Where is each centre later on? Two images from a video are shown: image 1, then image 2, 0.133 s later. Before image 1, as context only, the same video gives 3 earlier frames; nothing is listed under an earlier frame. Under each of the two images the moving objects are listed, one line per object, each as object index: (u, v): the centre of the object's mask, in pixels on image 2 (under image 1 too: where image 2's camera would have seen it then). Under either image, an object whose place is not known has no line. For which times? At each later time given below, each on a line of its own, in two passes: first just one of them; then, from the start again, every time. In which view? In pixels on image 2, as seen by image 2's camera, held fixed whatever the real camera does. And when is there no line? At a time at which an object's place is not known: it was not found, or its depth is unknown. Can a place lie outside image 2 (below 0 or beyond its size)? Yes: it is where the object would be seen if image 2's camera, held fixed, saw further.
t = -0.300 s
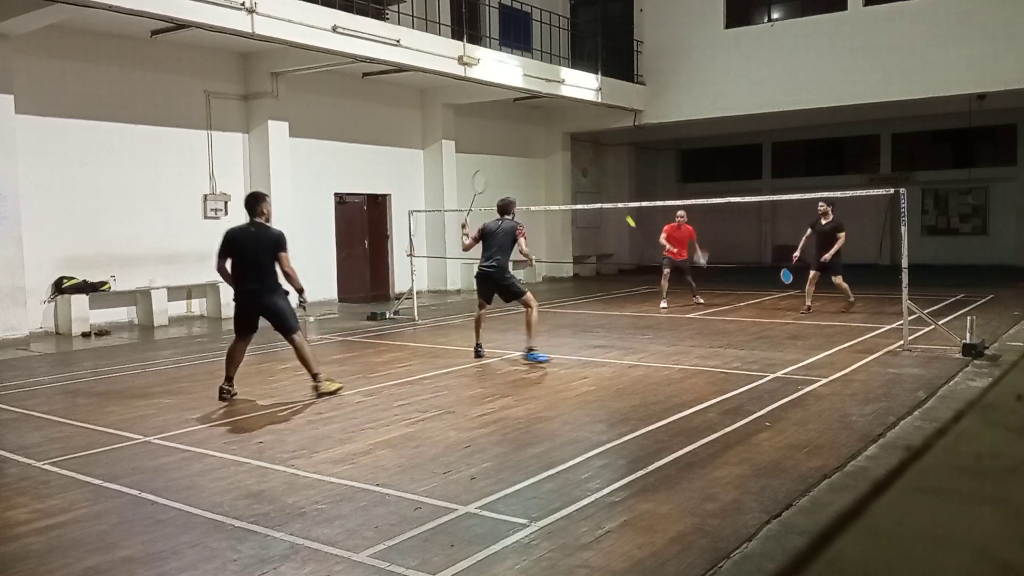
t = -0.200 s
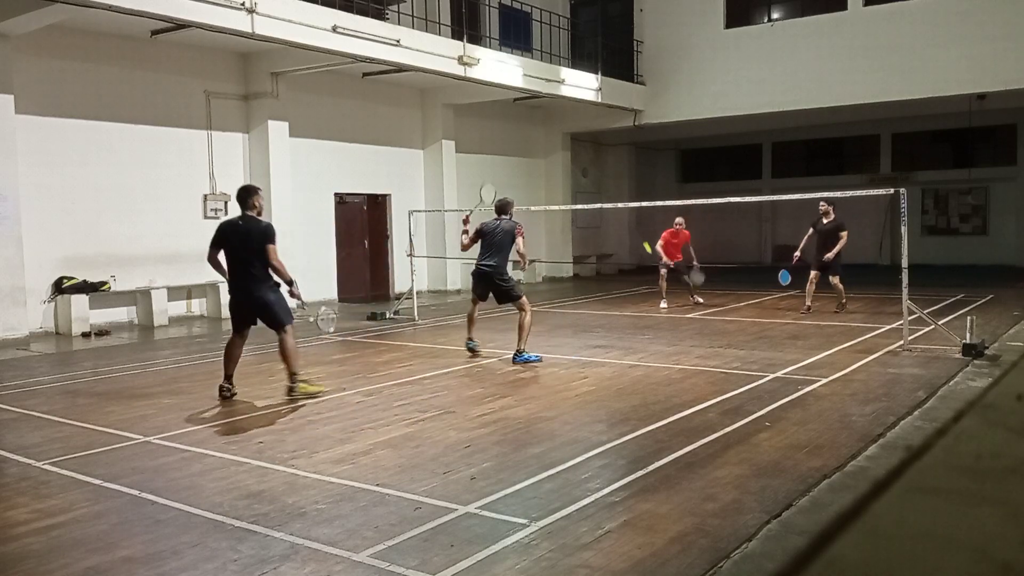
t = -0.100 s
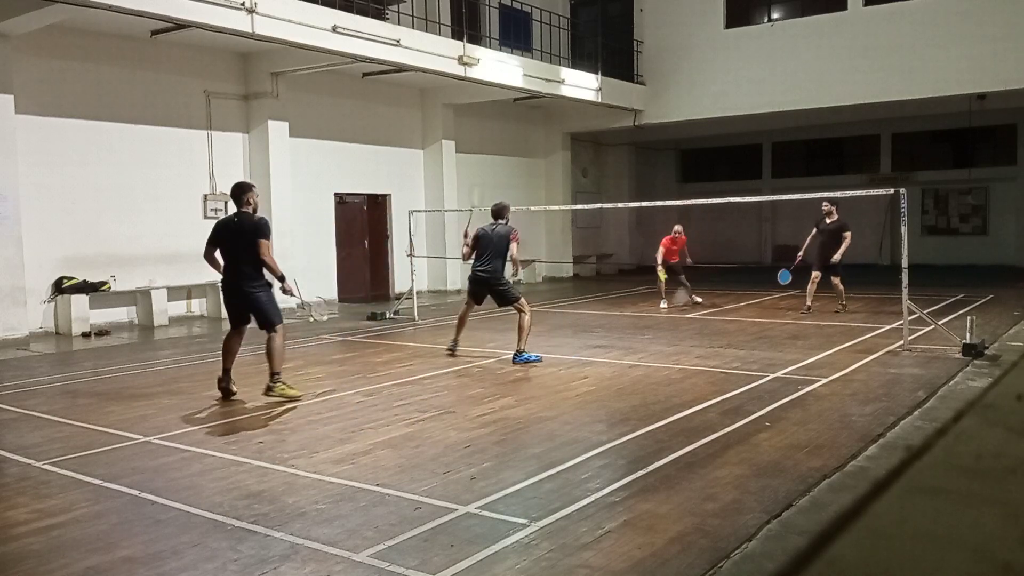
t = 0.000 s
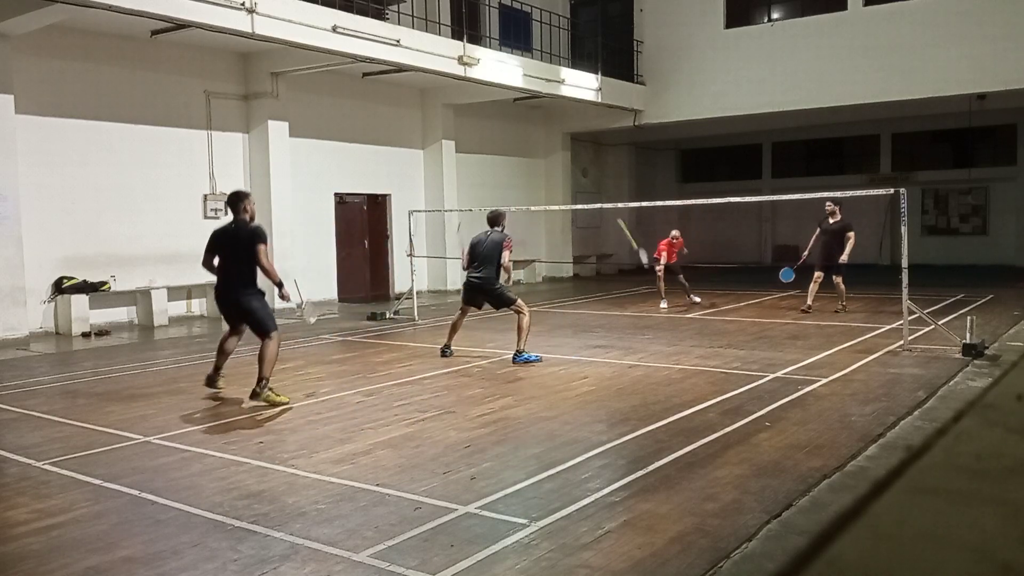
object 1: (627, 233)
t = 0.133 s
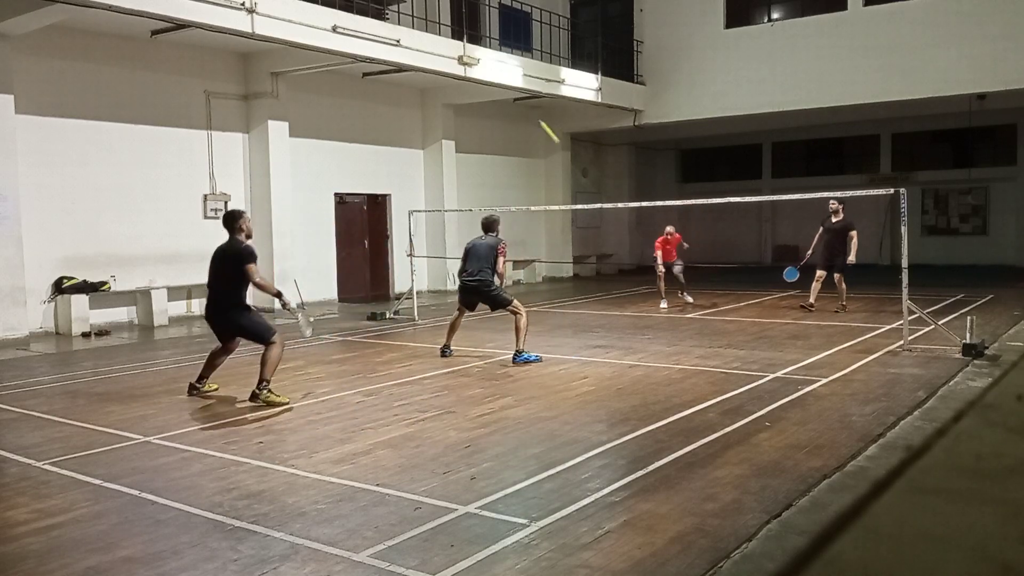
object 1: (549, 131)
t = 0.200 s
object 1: (517, 95)
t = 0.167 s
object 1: (532, 112)
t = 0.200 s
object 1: (517, 95)
